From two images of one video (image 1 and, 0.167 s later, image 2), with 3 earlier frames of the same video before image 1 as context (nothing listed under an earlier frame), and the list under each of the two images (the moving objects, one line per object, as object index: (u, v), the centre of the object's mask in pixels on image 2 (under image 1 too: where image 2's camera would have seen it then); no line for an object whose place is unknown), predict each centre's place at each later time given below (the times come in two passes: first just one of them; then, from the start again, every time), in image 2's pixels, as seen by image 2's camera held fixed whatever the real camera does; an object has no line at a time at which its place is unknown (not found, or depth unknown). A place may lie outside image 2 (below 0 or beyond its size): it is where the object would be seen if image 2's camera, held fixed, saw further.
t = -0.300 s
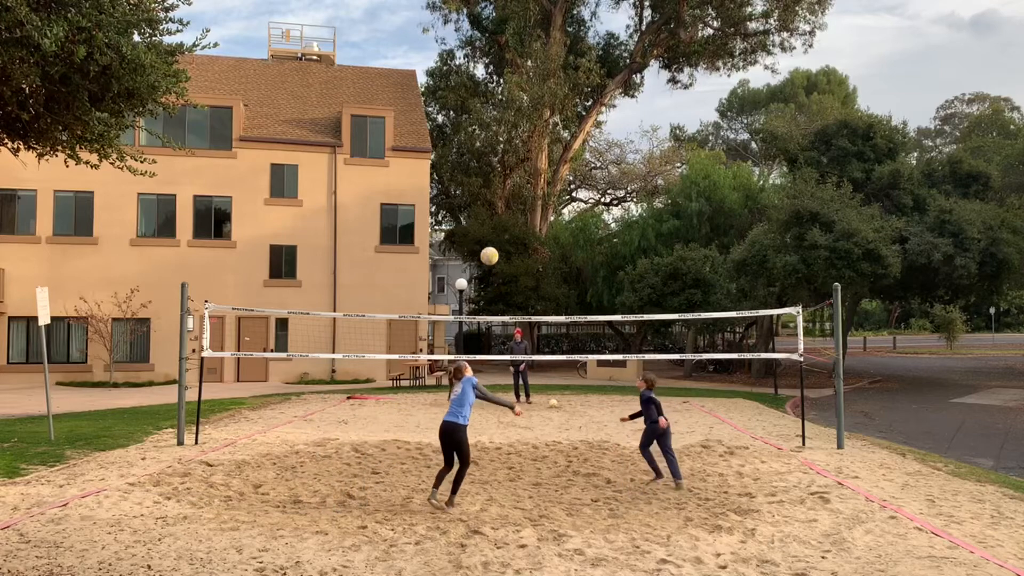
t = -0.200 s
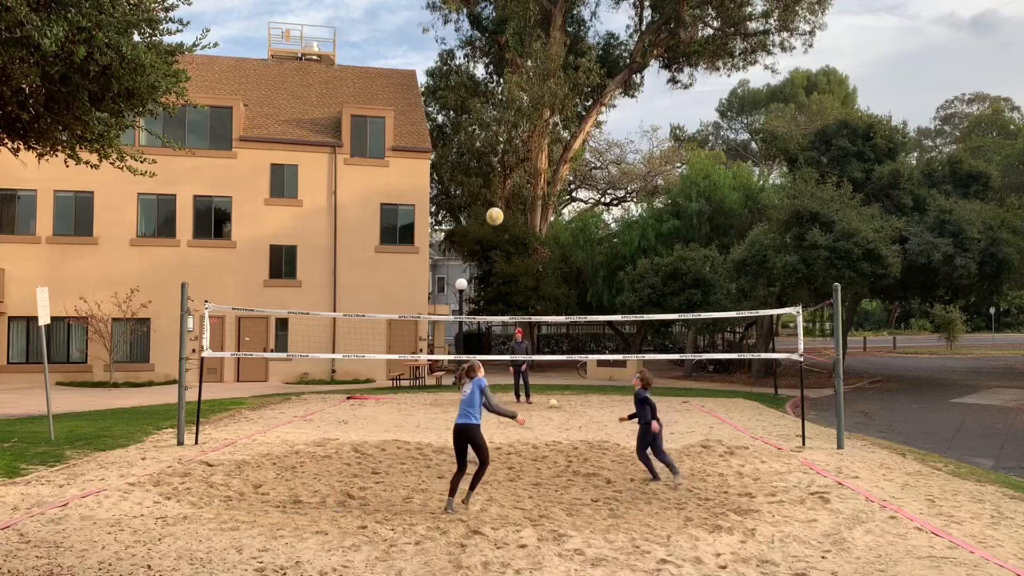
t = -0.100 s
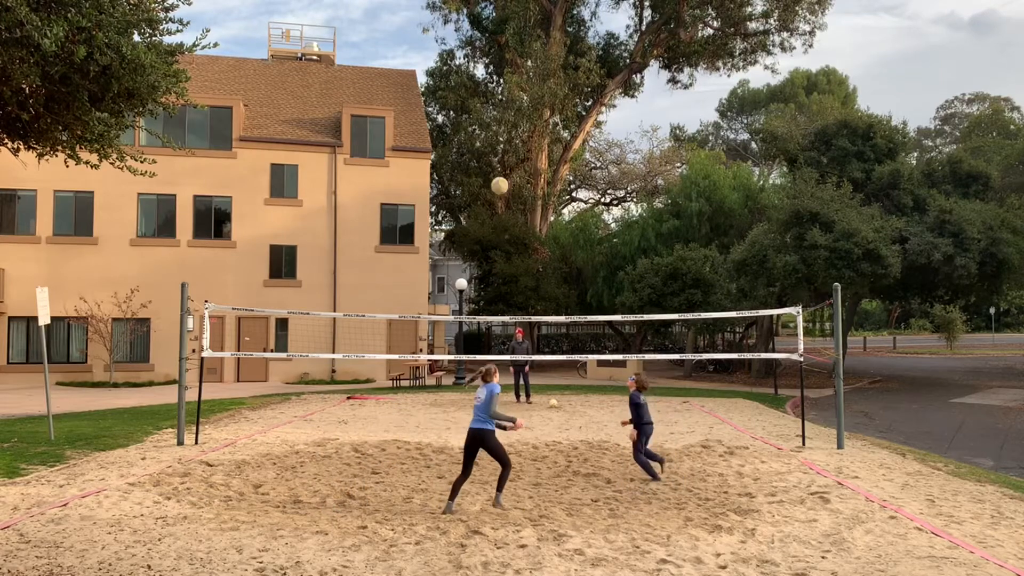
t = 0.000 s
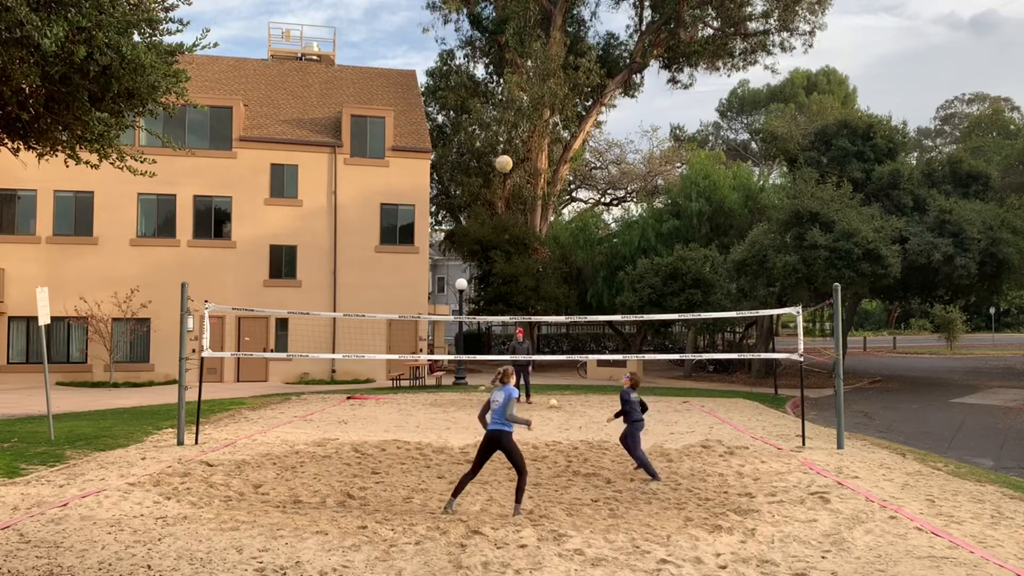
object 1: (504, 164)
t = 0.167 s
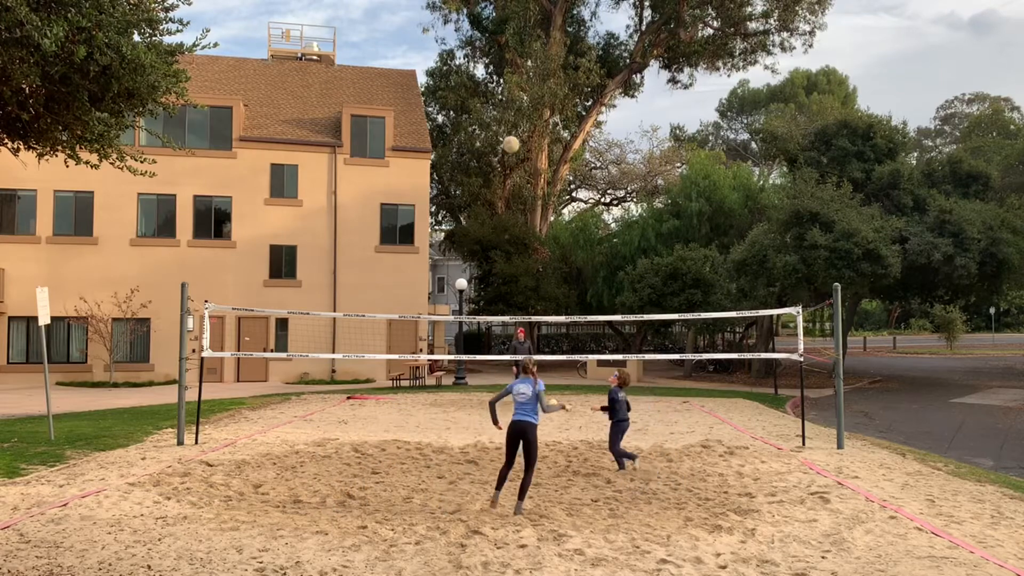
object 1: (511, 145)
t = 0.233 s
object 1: (513, 143)
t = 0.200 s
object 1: (512, 144)
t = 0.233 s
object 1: (513, 143)
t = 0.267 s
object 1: (515, 143)
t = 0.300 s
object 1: (516, 144)
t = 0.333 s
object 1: (517, 145)
